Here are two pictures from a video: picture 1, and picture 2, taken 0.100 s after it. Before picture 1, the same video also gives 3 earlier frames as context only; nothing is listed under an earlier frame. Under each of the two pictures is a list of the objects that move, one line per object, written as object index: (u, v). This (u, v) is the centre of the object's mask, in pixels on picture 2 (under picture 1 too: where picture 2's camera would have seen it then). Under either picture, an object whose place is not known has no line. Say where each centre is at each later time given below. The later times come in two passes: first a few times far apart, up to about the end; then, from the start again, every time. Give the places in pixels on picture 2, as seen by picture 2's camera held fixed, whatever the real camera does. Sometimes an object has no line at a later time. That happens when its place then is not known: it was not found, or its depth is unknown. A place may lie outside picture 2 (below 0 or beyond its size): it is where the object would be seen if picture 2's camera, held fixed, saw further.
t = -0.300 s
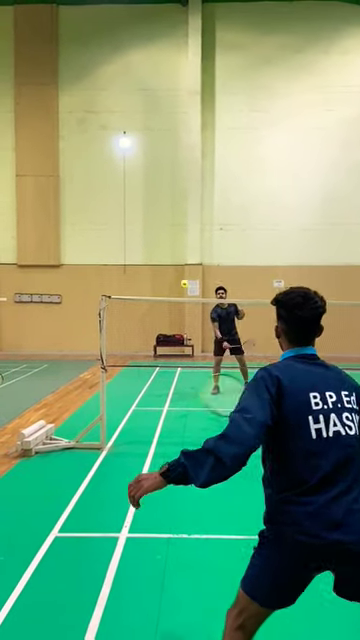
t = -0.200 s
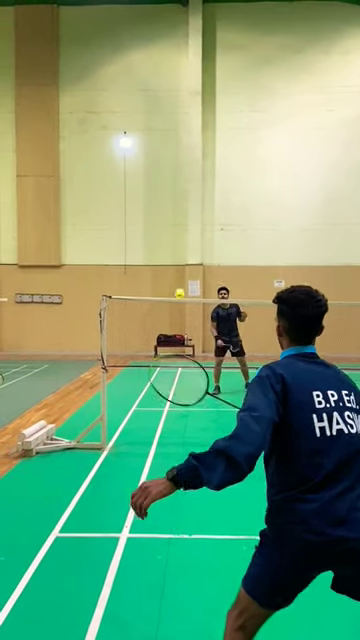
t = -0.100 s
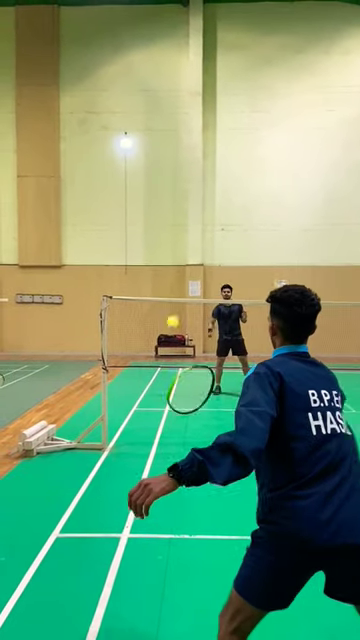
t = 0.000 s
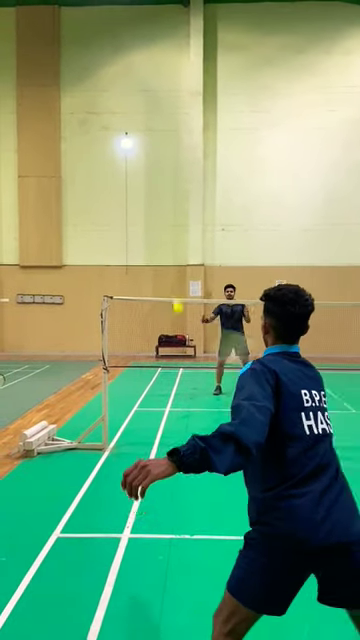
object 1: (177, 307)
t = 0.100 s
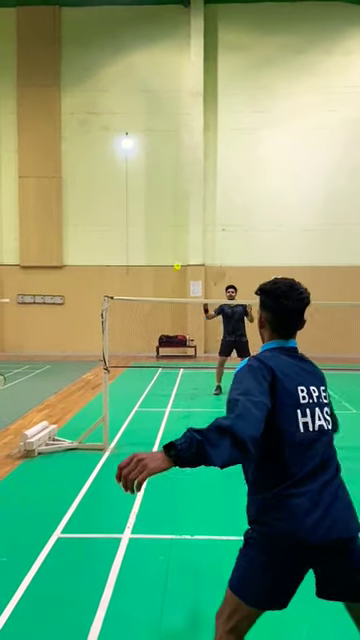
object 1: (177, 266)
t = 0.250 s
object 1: (179, 259)
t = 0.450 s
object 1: (179, 271)
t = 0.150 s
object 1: (178, 261)
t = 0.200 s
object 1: (179, 259)
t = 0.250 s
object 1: (179, 259)
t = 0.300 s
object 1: (179, 261)
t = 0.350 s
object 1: (179, 263)
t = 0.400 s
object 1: (179, 267)
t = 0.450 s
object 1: (179, 271)
